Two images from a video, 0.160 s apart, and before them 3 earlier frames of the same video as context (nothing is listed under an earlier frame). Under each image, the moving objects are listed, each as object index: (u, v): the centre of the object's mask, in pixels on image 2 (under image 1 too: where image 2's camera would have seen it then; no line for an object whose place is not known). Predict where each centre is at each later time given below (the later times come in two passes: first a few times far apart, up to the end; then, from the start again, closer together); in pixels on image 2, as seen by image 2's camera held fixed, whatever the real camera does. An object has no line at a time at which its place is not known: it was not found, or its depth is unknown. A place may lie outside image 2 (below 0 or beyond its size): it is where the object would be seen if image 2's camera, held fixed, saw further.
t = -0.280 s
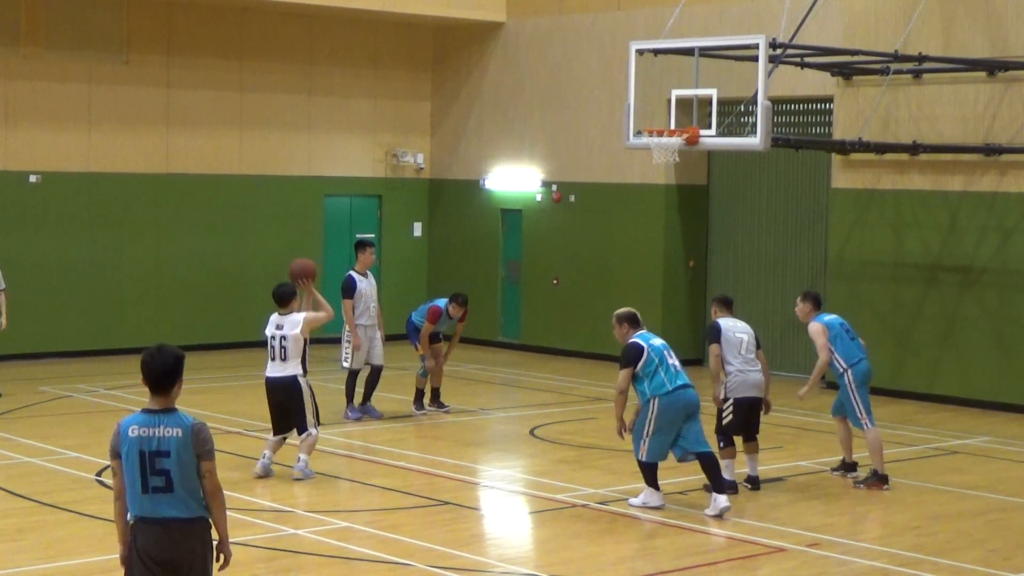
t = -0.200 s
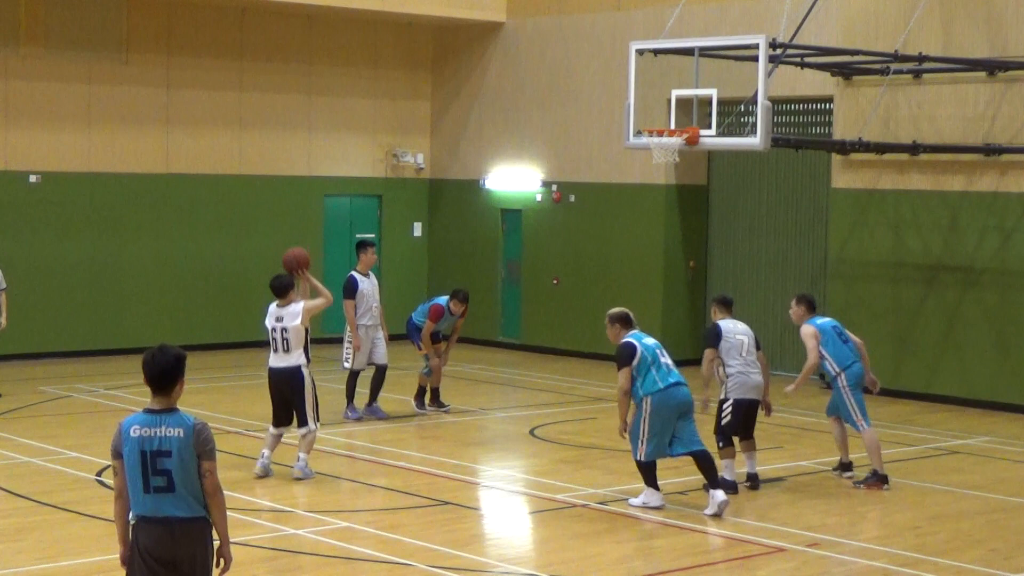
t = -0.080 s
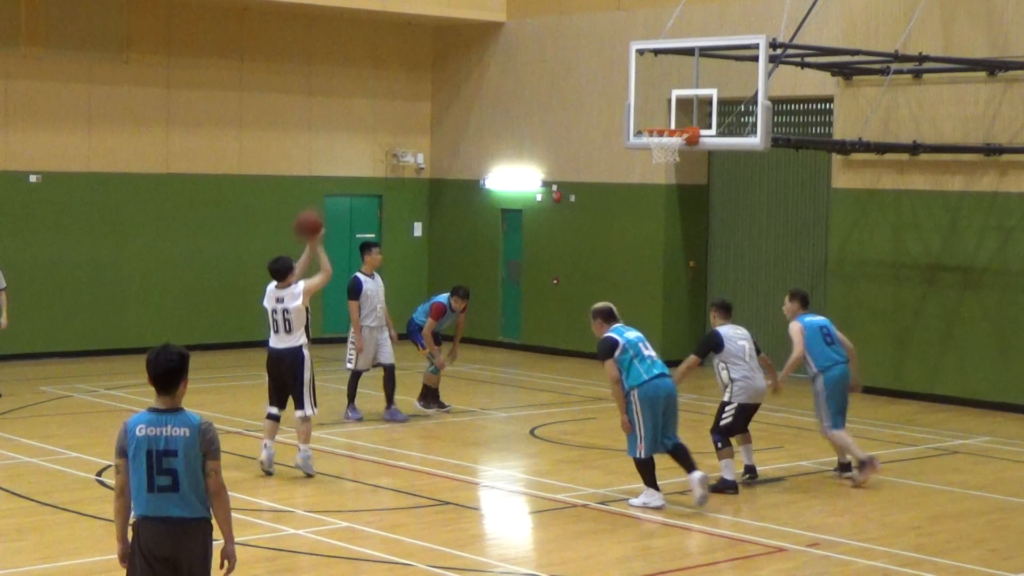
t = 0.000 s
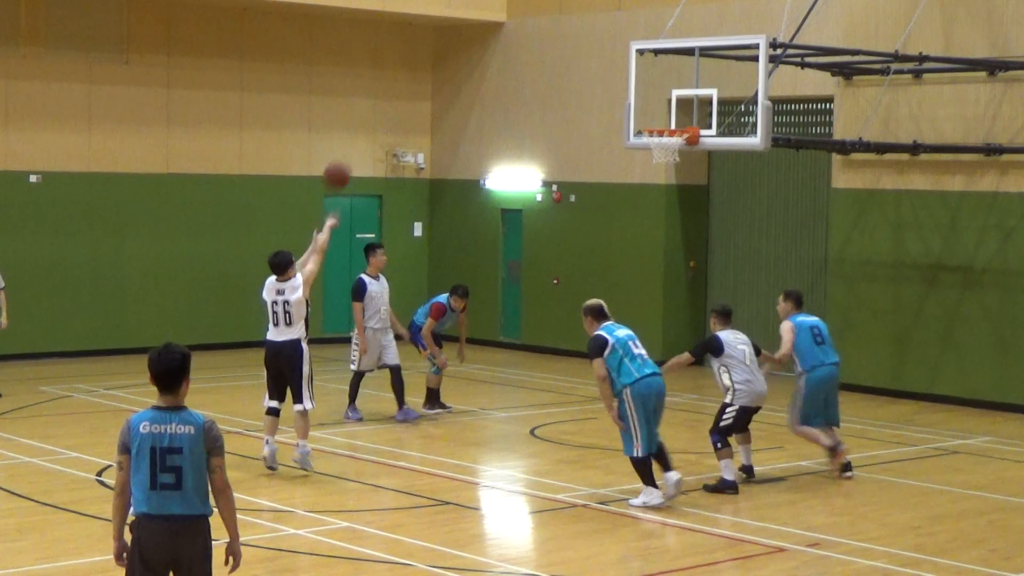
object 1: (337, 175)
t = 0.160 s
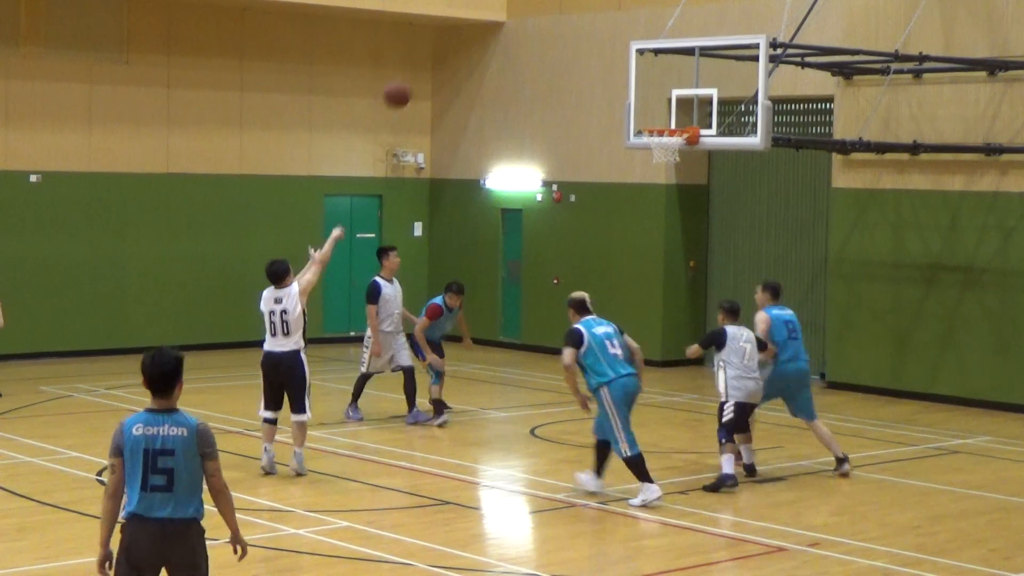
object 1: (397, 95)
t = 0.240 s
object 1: (425, 65)
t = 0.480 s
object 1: (506, 26)
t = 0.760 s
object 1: (588, 56)
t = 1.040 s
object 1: (615, 133)
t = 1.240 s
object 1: (541, 179)
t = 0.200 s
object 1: (412, 79)
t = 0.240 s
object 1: (425, 65)
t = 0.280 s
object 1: (439, 54)
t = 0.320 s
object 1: (453, 45)
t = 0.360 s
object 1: (466, 37)
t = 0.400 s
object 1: (480, 32)
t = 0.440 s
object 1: (493, 28)
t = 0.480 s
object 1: (506, 26)
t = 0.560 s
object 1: (530, 27)
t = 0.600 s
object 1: (543, 29)
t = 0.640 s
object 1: (555, 34)
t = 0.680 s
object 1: (566, 40)
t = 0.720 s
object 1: (577, 47)
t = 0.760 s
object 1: (588, 56)
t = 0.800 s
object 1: (599, 67)
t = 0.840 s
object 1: (610, 79)
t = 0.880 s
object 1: (620, 93)
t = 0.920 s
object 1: (631, 108)
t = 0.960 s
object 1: (641, 125)
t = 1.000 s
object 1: (630, 129)
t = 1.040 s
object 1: (615, 133)
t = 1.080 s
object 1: (600, 139)
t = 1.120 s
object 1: (585, 147)
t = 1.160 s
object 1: (569, 156)
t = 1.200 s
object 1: (555, 167)
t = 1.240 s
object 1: (541, 179)
